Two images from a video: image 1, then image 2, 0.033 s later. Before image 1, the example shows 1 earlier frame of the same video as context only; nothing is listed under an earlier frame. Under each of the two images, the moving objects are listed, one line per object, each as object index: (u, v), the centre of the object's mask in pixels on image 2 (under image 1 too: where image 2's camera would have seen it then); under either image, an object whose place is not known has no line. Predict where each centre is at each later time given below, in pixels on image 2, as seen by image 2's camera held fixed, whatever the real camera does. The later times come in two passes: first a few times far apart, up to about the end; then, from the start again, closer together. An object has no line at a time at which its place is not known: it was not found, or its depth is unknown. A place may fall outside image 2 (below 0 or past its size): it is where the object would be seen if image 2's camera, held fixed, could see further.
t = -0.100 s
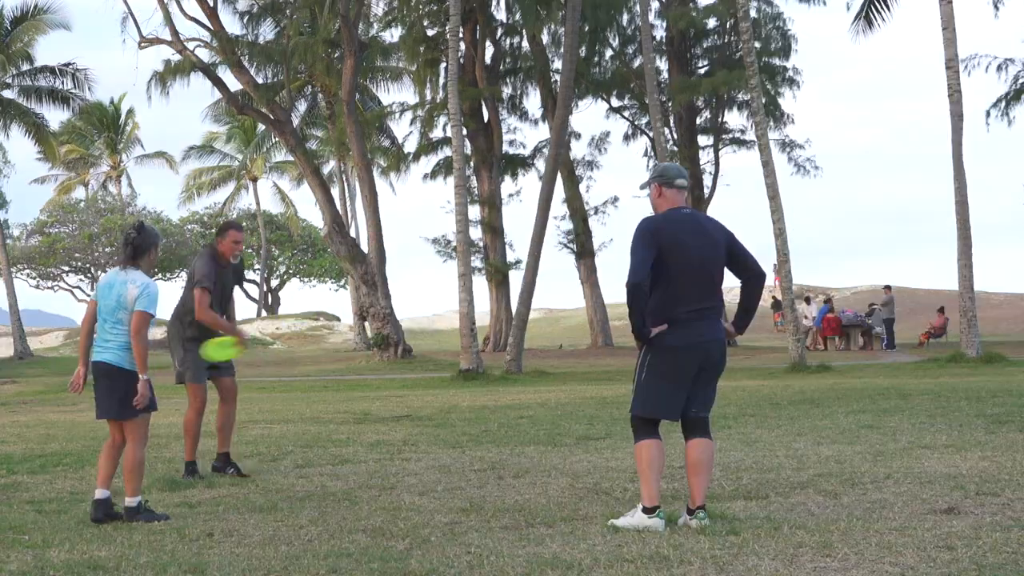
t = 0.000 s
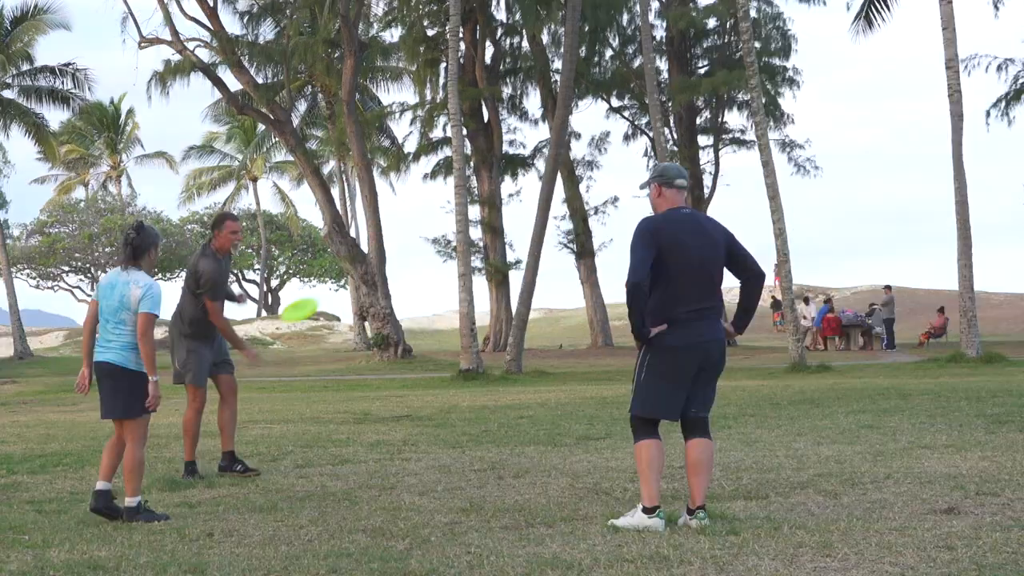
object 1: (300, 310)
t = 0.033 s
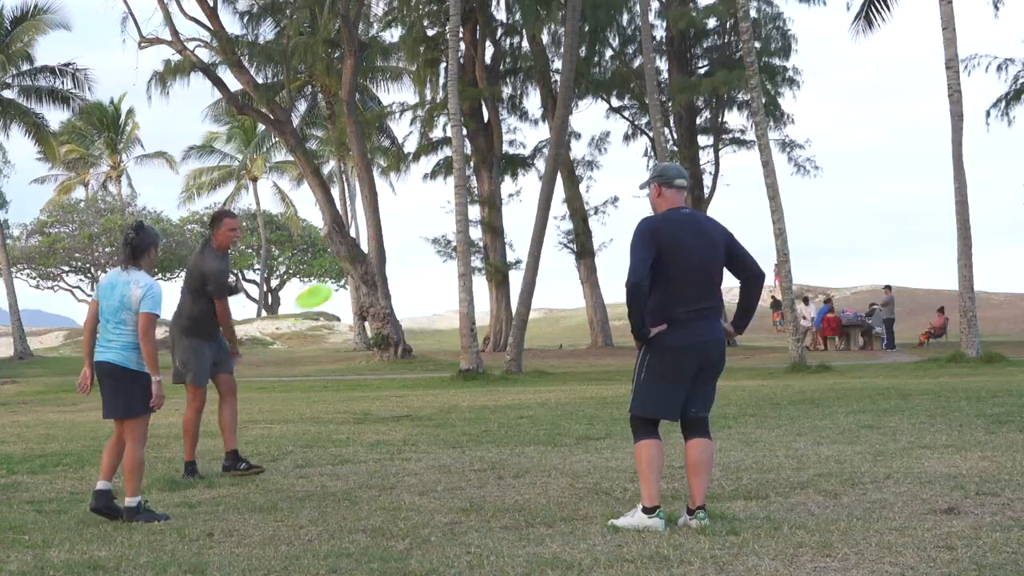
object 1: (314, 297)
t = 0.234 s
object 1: (391, 225)
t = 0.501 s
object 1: (481, 164)
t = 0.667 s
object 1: (529, 158)
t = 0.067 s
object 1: (329, 282)
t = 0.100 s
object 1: (342, 270)
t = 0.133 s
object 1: (353, 260)
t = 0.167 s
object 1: (366, 247)
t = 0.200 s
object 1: (379, 236)
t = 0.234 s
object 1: (391, 225)
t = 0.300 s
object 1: (415, 205)
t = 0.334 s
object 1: (427, 196)
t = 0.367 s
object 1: (439, 188)
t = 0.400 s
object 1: (450, 180)
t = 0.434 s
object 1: (461, 174)
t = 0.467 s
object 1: (472, 168)
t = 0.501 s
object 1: (481, 164)
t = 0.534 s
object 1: (491, 161)
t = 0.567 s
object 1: (501, 158)
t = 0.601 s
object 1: (510, 157)
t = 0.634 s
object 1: (519, 157)
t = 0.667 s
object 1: (529, 158)
